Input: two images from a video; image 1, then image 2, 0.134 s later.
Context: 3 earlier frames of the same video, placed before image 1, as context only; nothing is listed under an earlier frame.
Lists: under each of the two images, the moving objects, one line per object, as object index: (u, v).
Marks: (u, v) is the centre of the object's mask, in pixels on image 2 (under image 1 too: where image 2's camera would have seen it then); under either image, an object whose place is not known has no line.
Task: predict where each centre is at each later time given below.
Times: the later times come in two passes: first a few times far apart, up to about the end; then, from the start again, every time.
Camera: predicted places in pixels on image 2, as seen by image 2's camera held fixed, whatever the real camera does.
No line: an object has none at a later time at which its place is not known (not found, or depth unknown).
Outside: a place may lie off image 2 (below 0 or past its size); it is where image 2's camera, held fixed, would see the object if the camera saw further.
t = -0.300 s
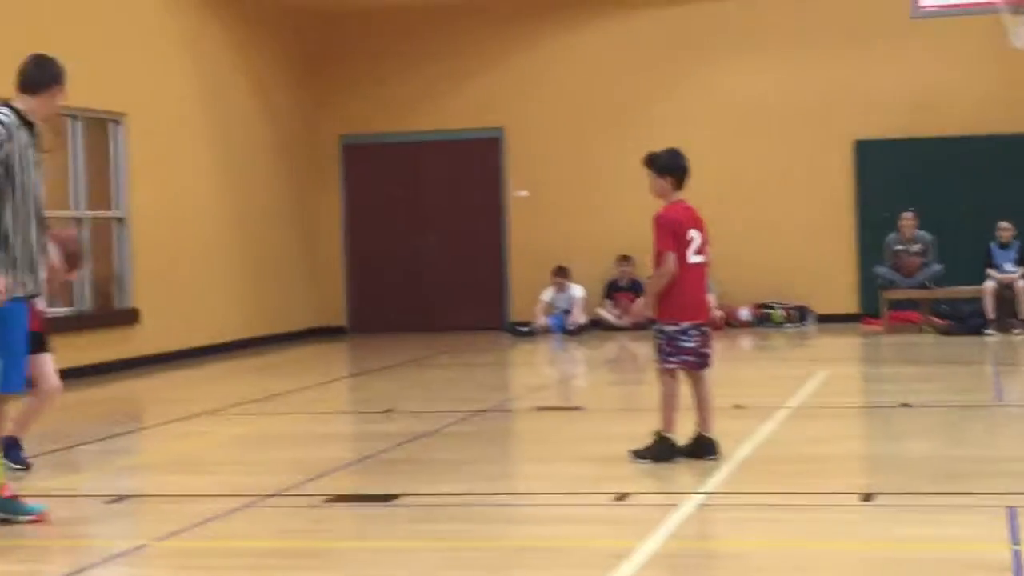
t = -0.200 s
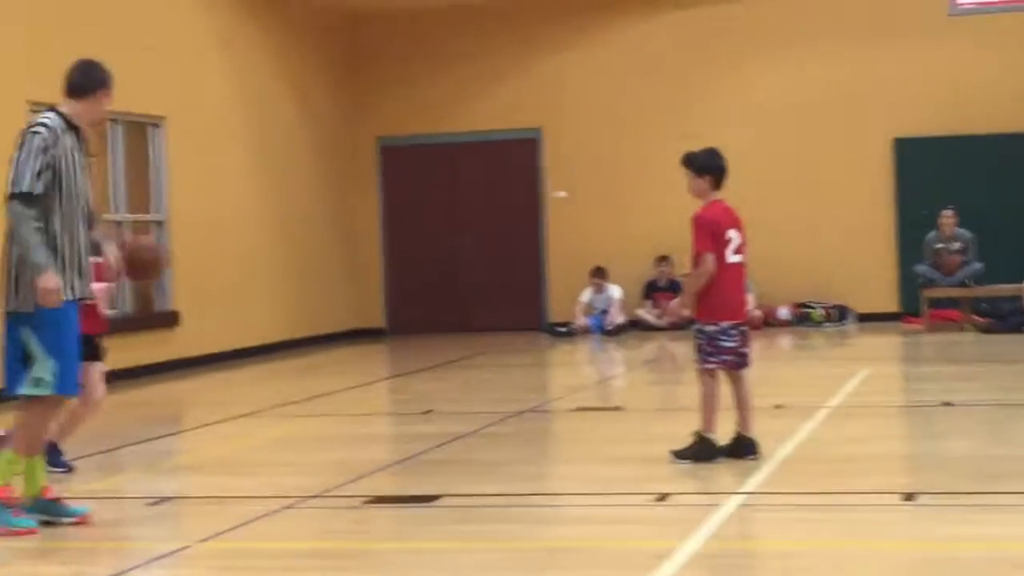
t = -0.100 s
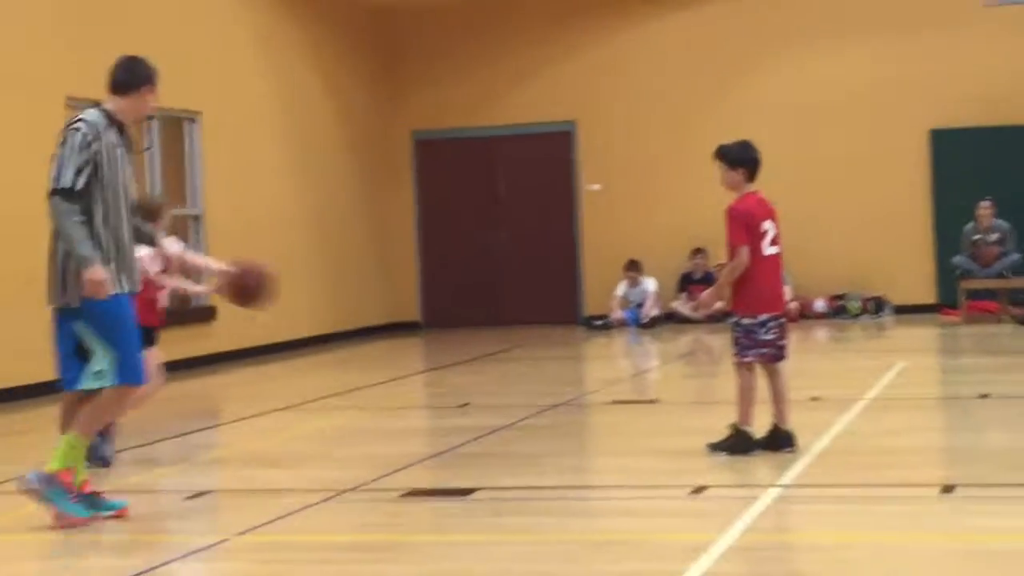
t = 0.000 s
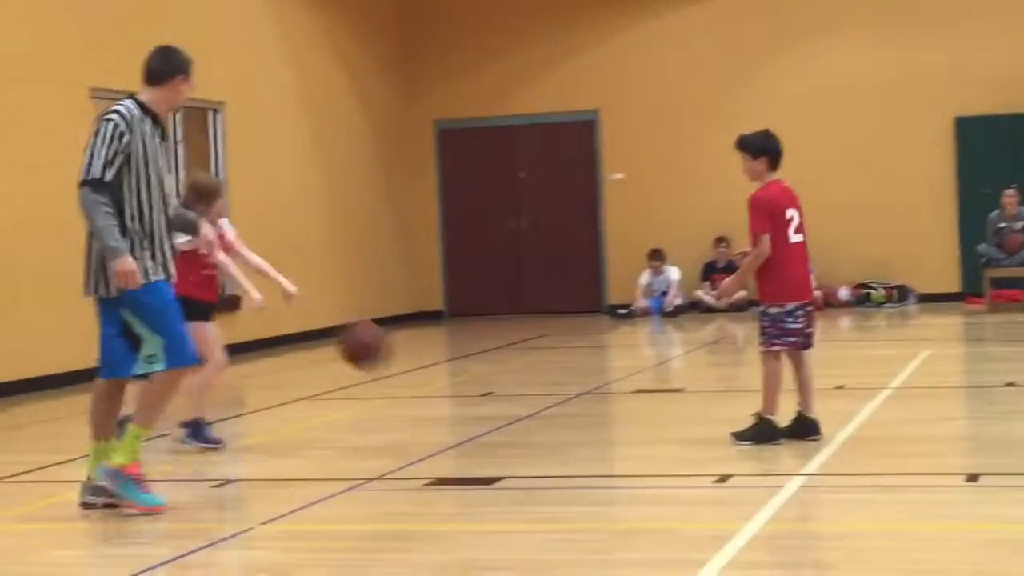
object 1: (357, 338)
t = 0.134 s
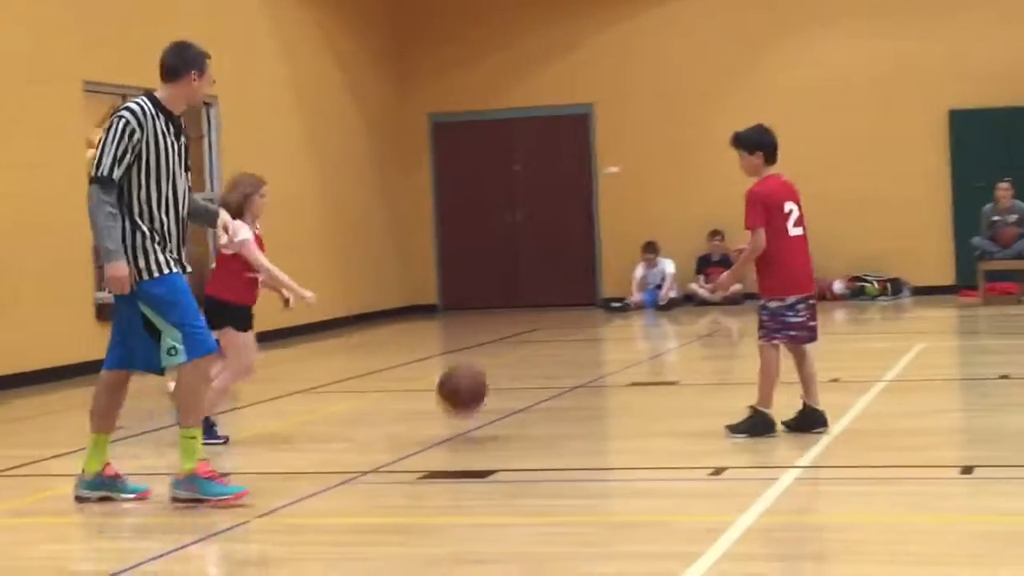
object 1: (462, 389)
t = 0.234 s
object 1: (509, 324)
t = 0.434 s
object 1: (606, 257)
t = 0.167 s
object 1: (478, 367)
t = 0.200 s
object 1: (493, 346)
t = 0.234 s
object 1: (509, 324)
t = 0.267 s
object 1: (524, 308)
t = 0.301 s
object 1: (540, 293)
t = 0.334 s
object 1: (556, 281)
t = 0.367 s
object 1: (572, 275)
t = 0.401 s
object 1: (588, 264)
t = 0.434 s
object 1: (606, 257)
